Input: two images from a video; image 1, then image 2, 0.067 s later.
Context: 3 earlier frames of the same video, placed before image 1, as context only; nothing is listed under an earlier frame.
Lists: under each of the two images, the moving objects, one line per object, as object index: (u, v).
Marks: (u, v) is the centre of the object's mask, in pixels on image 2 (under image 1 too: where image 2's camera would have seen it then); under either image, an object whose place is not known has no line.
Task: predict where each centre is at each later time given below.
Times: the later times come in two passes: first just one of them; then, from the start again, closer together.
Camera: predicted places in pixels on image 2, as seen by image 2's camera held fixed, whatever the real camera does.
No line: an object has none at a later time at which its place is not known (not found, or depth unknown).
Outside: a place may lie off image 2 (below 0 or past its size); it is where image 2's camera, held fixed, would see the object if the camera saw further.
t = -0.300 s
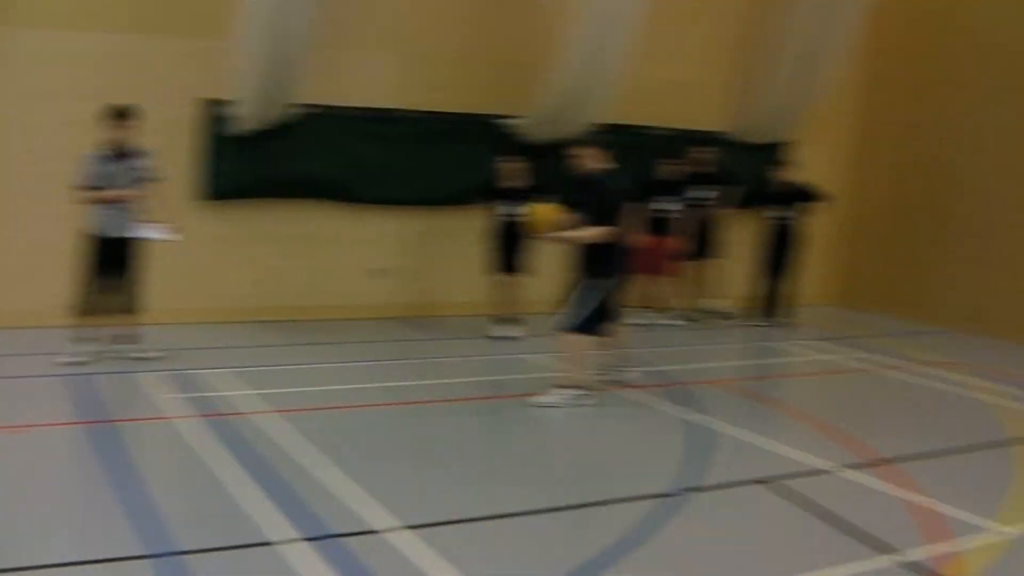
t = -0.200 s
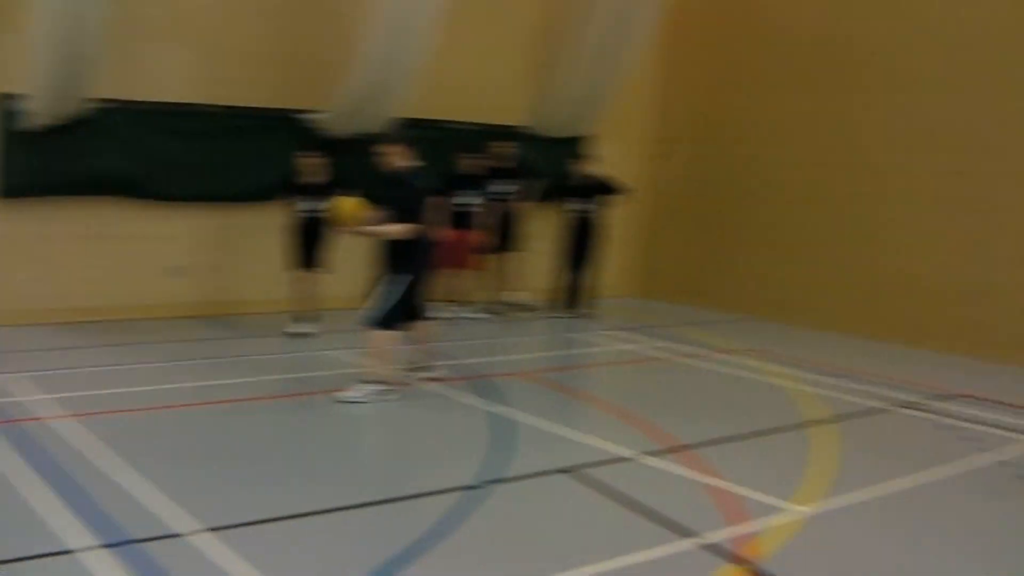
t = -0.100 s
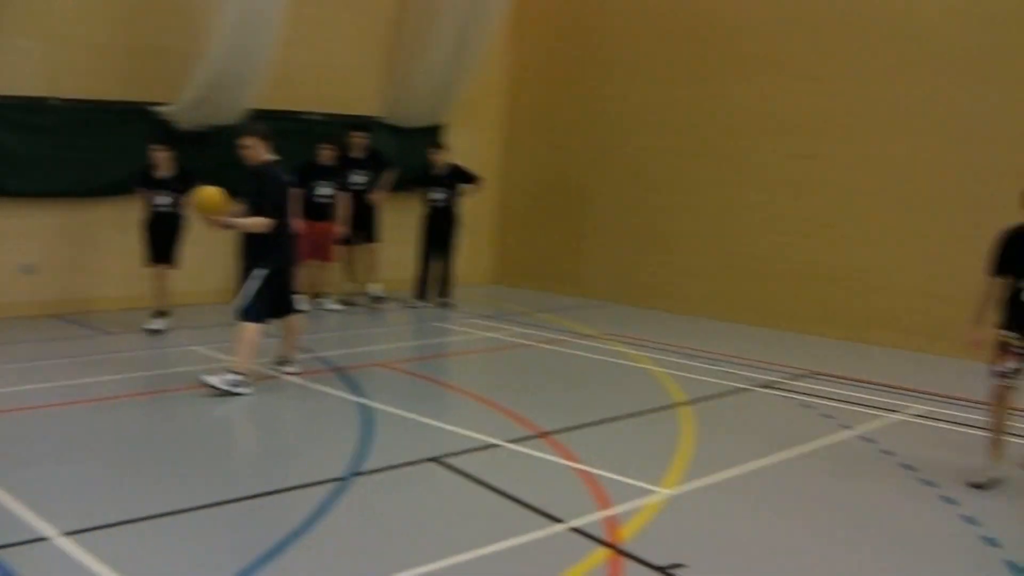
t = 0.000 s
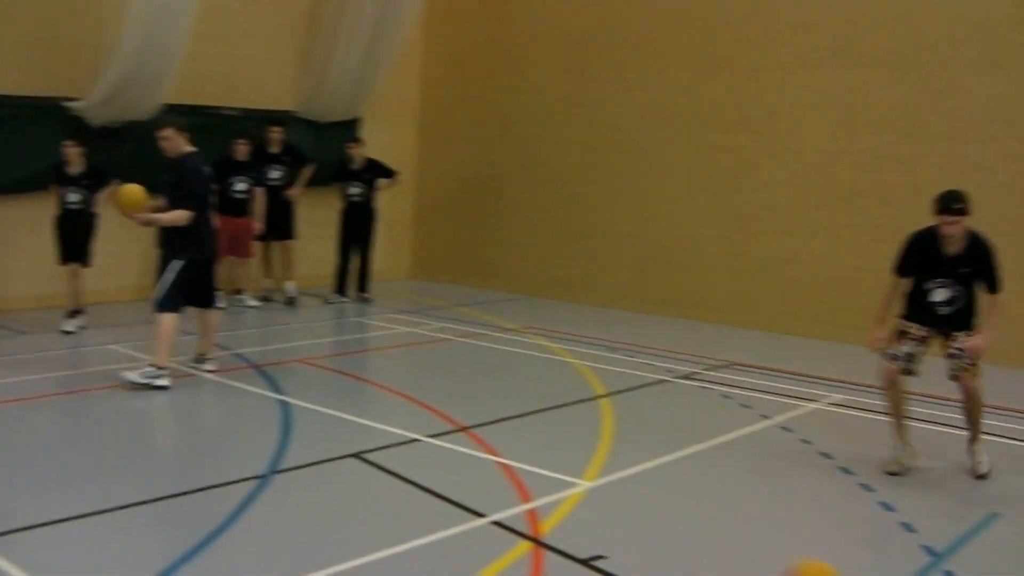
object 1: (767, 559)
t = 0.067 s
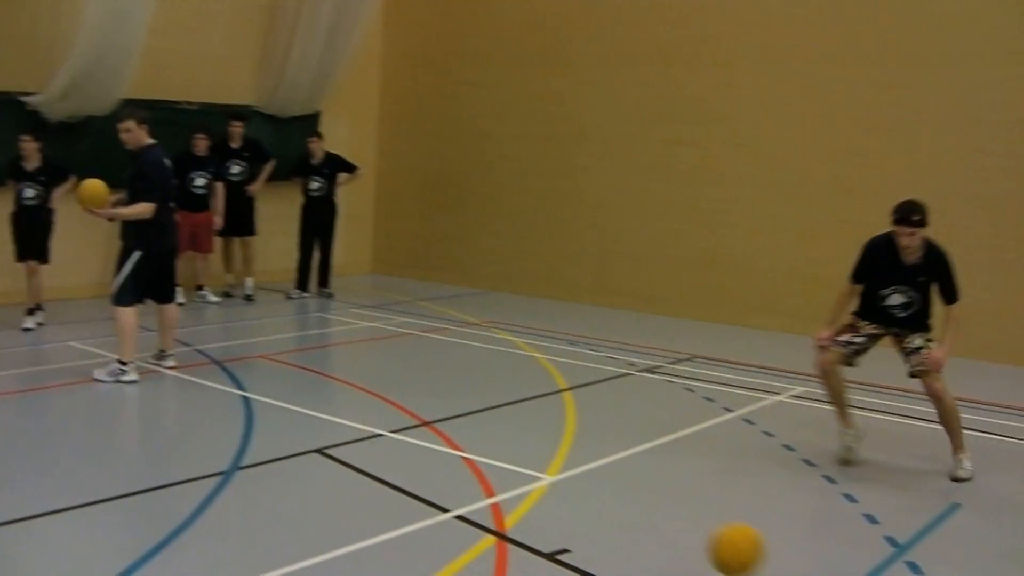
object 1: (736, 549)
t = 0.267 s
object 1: (634, 517)
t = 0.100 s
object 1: (716, 540)
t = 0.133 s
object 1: (698, 532)
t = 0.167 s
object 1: (681, 530)
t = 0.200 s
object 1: (660, 530)
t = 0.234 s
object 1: (645, 532)
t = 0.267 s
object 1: (634, 517)
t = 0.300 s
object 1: (620, 504)
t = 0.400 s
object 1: (587, 478)
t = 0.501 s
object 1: (556, 479)
